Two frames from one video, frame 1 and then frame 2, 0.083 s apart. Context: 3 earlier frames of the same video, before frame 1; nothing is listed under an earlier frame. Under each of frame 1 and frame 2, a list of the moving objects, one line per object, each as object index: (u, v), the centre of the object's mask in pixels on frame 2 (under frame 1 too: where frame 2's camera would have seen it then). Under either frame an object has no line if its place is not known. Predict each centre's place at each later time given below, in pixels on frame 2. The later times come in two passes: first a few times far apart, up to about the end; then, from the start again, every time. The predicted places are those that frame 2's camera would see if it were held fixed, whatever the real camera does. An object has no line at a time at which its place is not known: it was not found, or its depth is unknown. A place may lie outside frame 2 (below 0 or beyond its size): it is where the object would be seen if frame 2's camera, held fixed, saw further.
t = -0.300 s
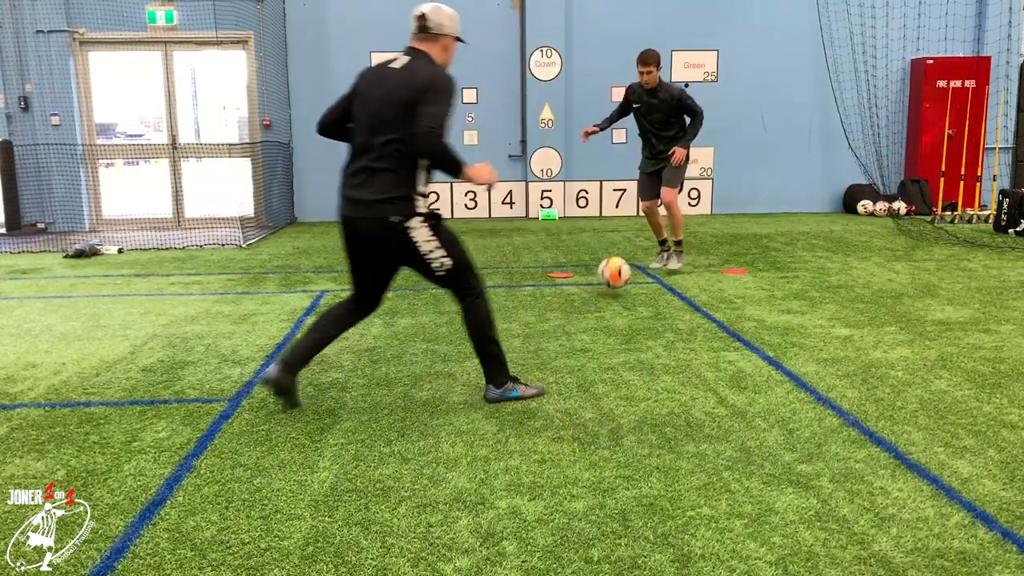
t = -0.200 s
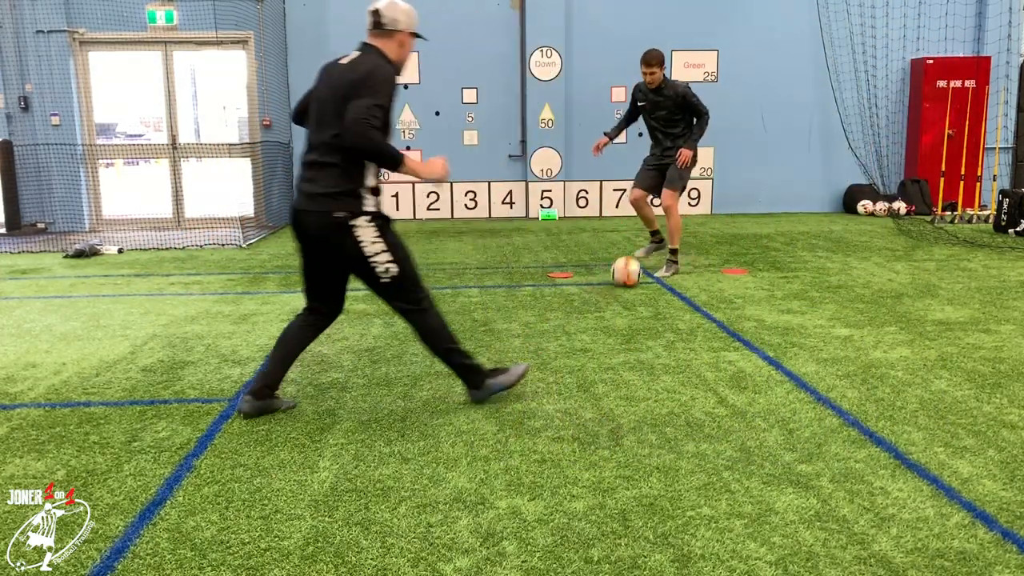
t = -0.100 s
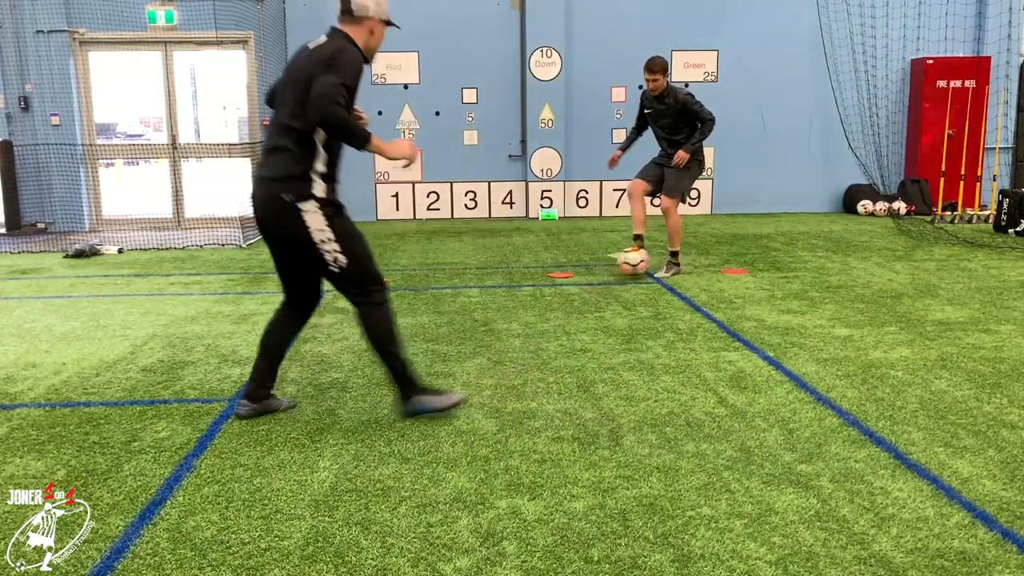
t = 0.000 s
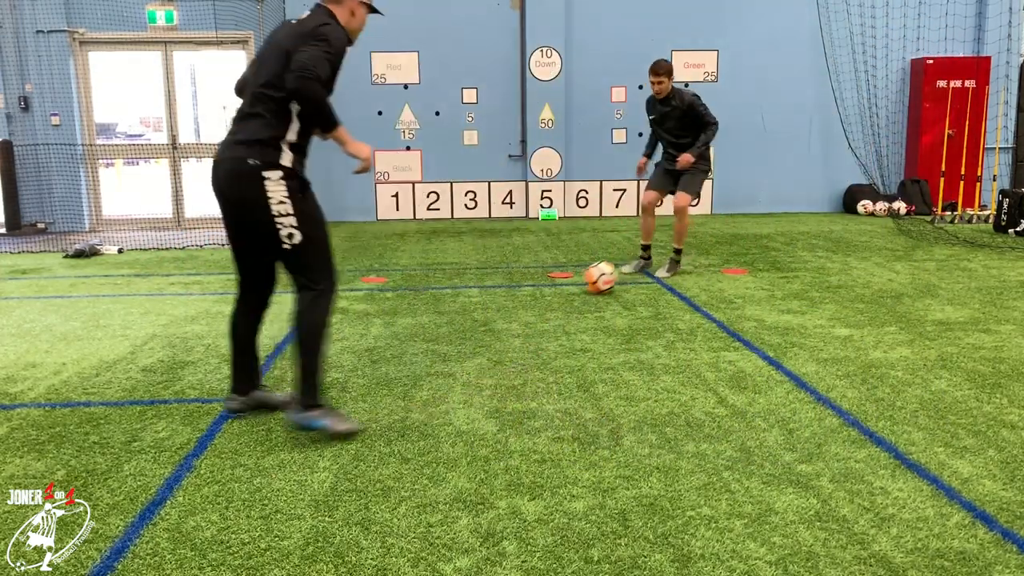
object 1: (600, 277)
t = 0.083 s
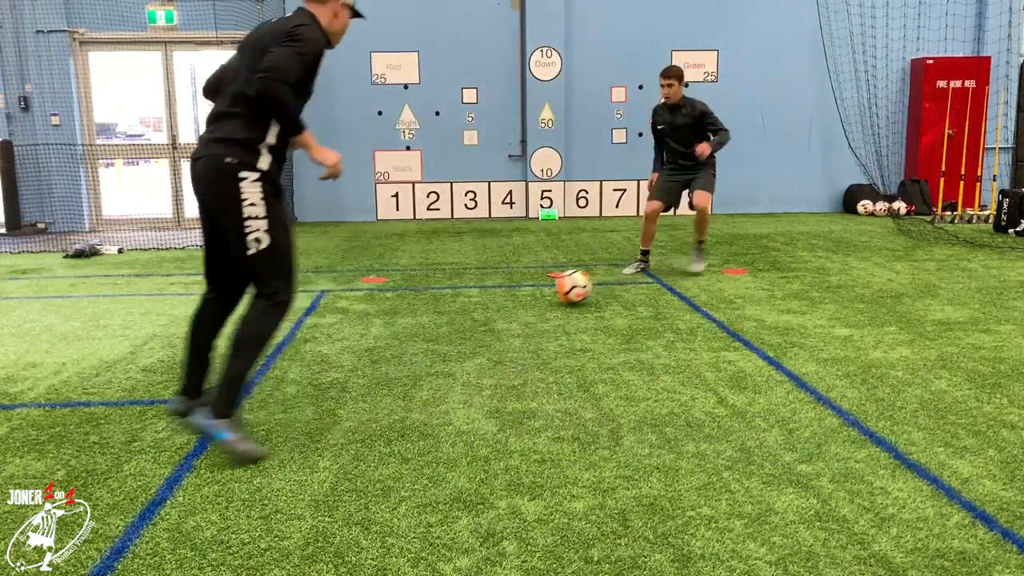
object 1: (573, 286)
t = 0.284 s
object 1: (504, 316)
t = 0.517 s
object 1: (425, 352)
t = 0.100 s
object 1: (568, 288)
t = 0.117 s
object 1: (562, 291)
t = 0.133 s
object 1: (556, 294)
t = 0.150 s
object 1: (550, 297)
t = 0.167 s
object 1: (544, 302)
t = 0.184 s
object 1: (538, 305)
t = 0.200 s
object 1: (533, 306)
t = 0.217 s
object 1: (527, 306)
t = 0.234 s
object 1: (522, 308)
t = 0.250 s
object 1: (516, 310)
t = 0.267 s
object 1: (510, 312)
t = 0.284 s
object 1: (504, 316)
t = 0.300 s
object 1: (498, 320)
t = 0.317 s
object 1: (492, 324)
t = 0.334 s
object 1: (486, 326)
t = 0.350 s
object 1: (481, 328)
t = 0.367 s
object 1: (475, 329)
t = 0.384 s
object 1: (470, 331)
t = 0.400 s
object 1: (464, 333)
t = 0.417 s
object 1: (459, 336)
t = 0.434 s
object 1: (453, 339)
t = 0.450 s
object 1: (448, 342)
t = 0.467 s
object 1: (441, 347)
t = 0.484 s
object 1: (436, 350)
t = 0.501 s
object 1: (430, 351)
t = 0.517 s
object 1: (425, 352)
